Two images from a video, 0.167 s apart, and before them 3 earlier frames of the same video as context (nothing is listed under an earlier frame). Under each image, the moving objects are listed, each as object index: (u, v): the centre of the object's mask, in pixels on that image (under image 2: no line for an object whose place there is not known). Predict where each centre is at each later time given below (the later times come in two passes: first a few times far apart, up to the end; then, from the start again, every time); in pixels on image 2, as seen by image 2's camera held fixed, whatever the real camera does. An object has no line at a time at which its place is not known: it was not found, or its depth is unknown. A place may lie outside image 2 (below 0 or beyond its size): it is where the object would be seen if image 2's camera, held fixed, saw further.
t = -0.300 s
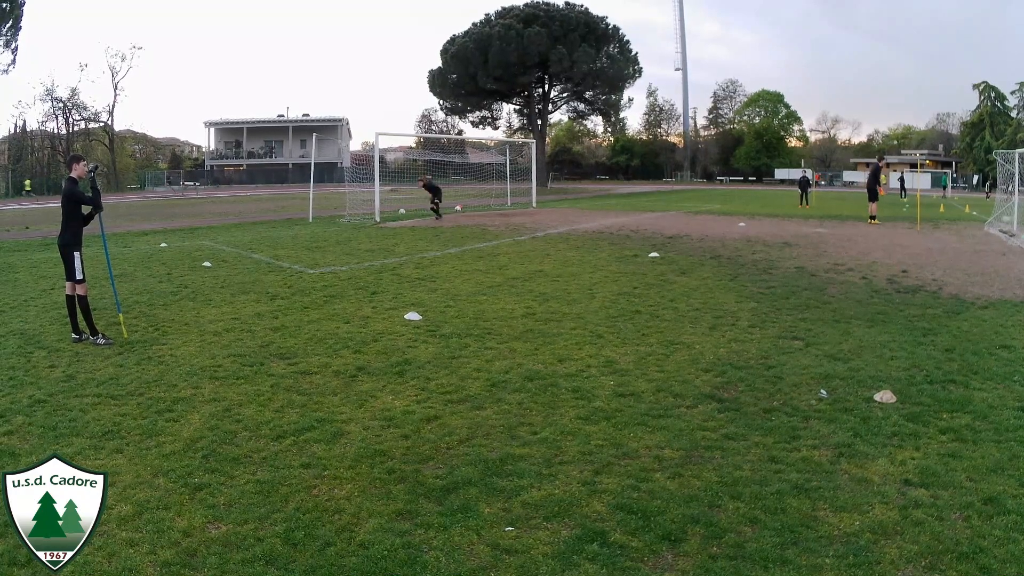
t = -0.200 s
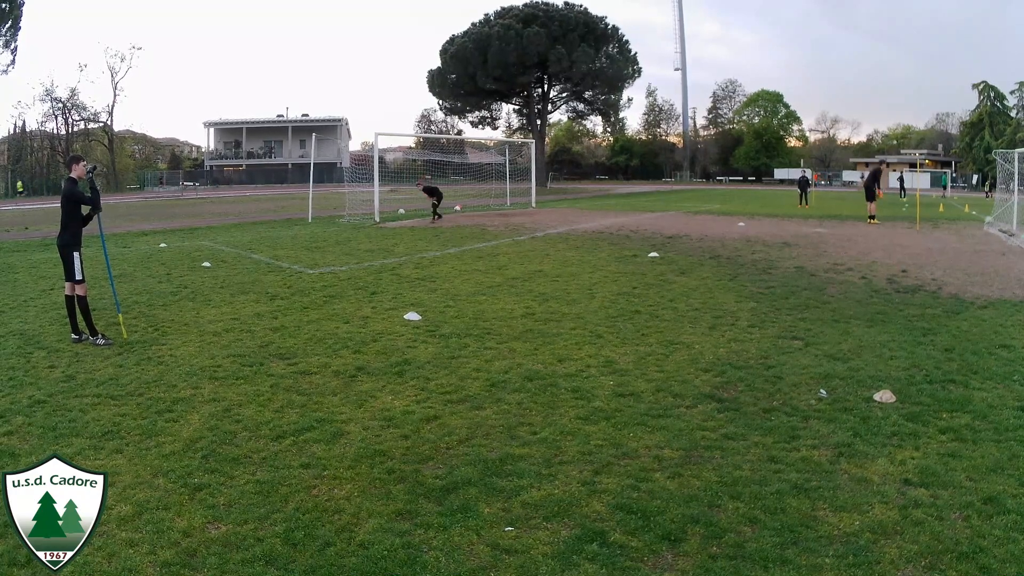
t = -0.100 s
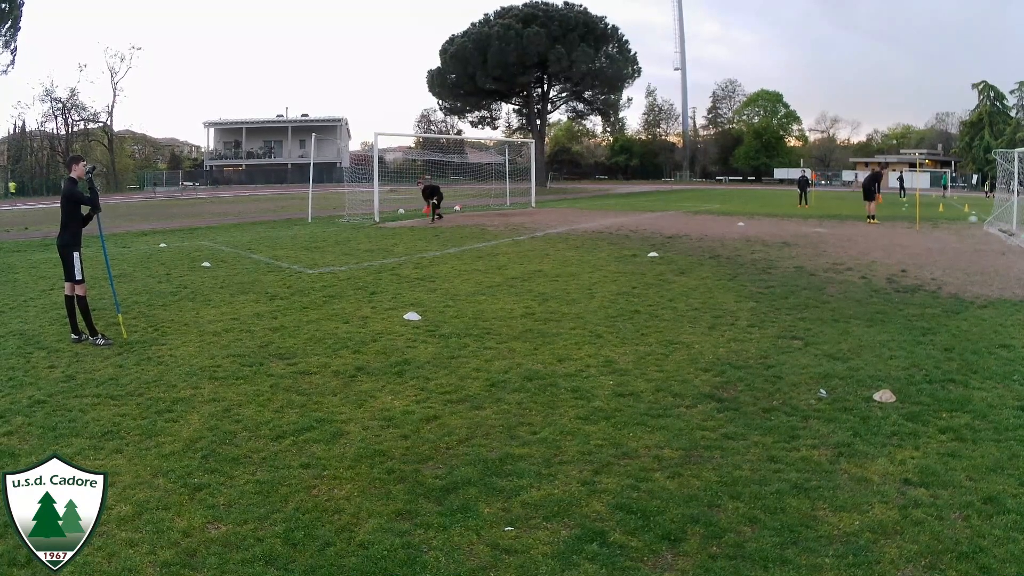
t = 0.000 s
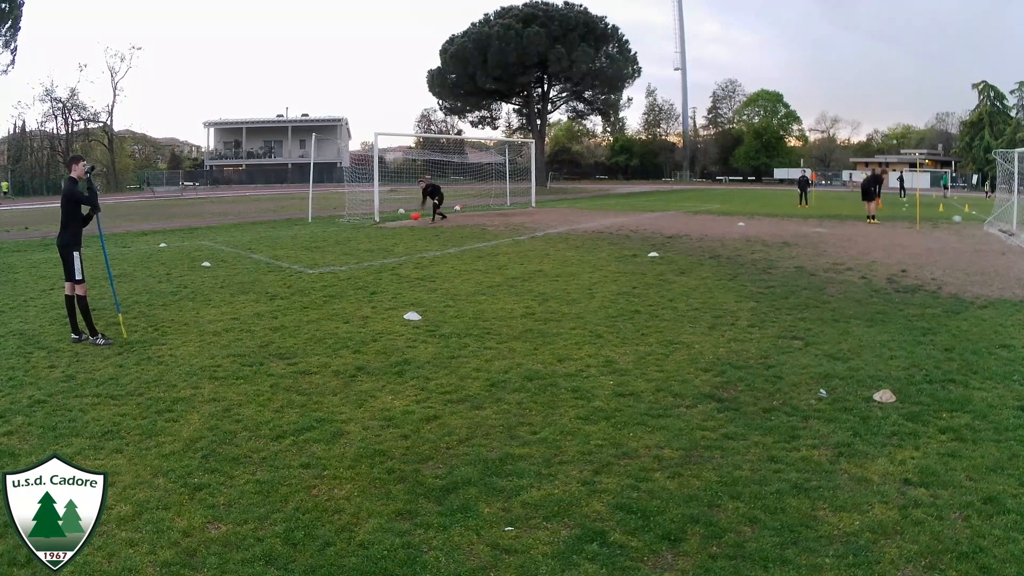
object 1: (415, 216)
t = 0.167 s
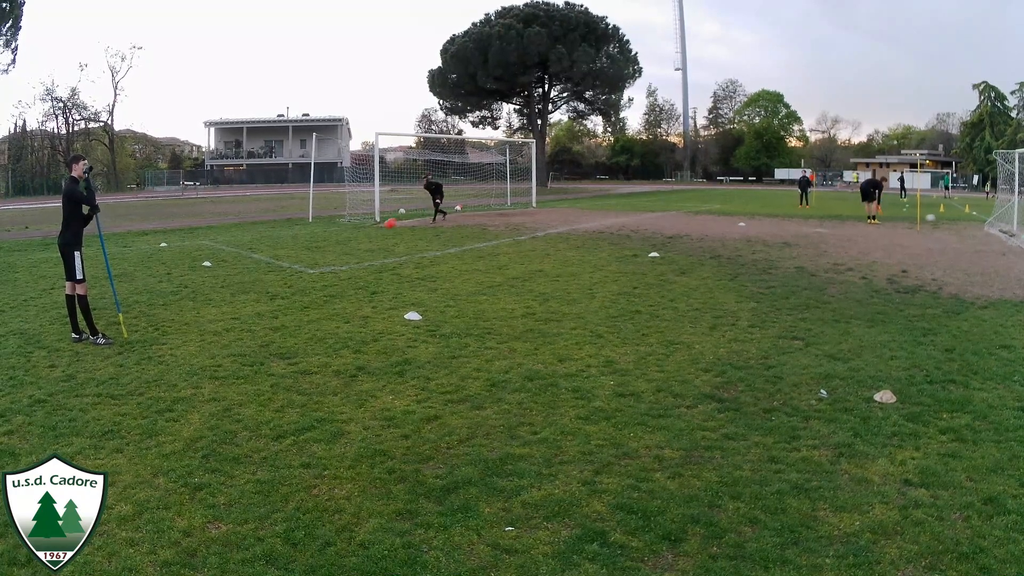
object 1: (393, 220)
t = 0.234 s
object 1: (378, 231)
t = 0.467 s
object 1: (329, 244)
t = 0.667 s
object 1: (281, 258)
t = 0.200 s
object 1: (384, 227)
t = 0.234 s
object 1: (378, 231)
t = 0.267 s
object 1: (371, 236)
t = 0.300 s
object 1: (364, 238)
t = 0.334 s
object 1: (358, 237)
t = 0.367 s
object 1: (351, 238)
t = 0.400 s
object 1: (344, 239)
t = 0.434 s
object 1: (336, 241)
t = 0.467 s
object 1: (329, 244)
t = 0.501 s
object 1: (321, 248)
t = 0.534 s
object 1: (312, 252)
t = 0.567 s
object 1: (304, 257)
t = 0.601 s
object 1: (296, 258)
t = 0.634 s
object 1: (289, 257)
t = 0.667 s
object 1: (281, 258)
